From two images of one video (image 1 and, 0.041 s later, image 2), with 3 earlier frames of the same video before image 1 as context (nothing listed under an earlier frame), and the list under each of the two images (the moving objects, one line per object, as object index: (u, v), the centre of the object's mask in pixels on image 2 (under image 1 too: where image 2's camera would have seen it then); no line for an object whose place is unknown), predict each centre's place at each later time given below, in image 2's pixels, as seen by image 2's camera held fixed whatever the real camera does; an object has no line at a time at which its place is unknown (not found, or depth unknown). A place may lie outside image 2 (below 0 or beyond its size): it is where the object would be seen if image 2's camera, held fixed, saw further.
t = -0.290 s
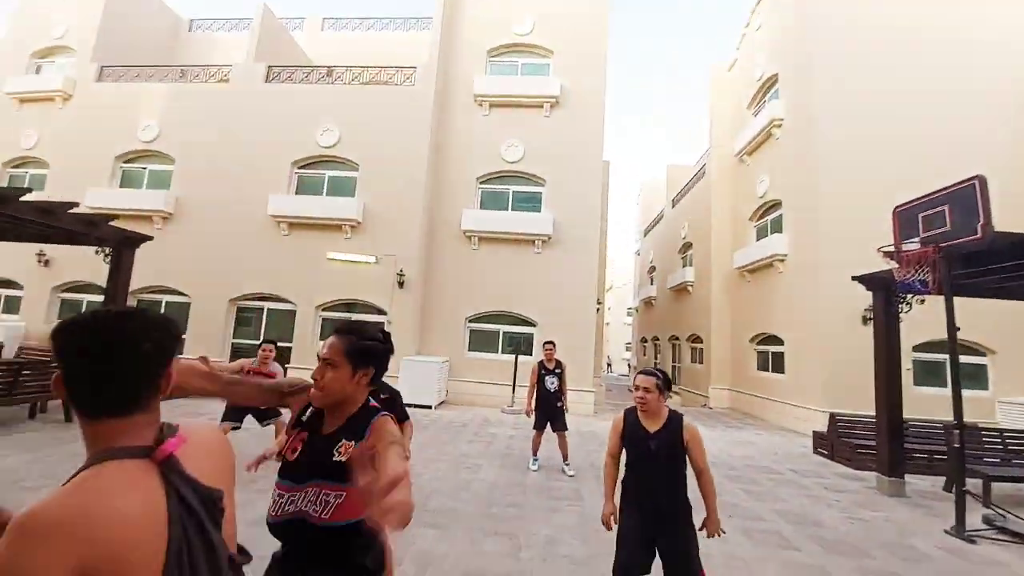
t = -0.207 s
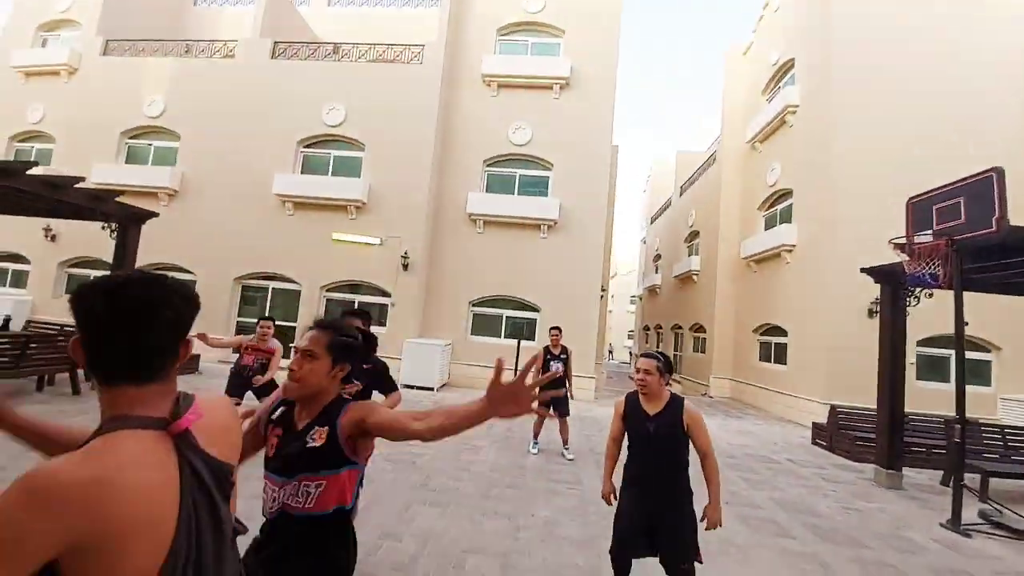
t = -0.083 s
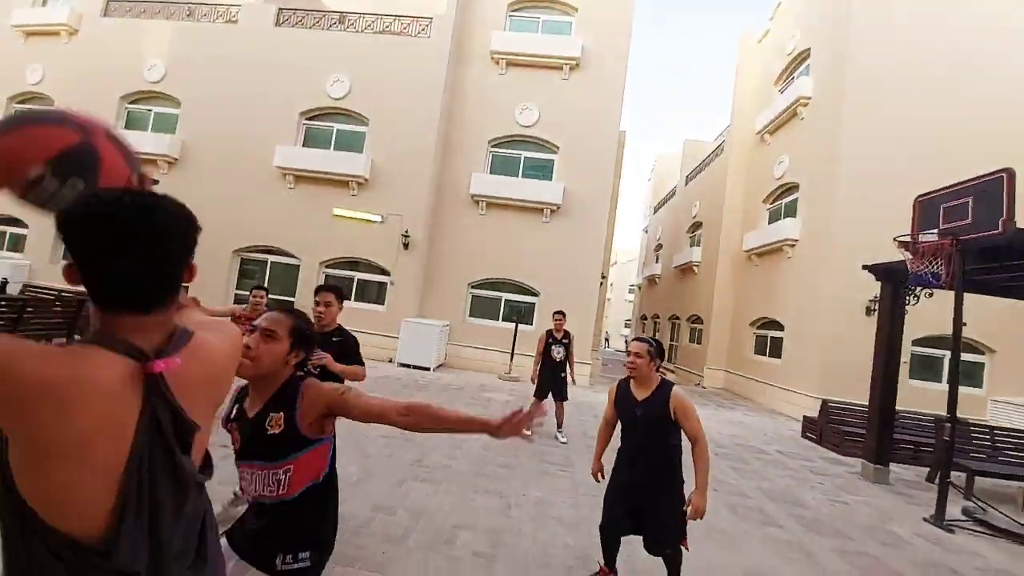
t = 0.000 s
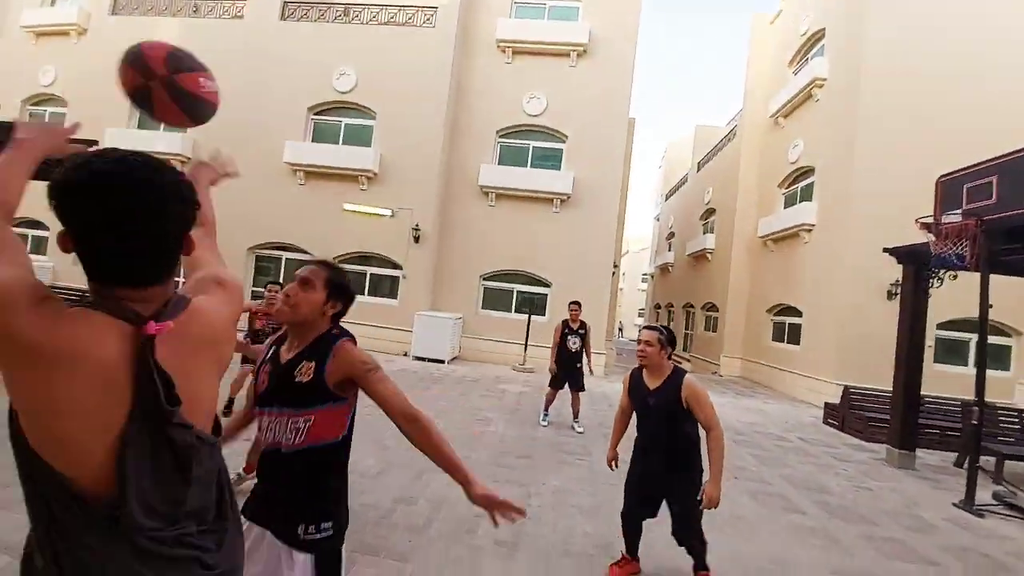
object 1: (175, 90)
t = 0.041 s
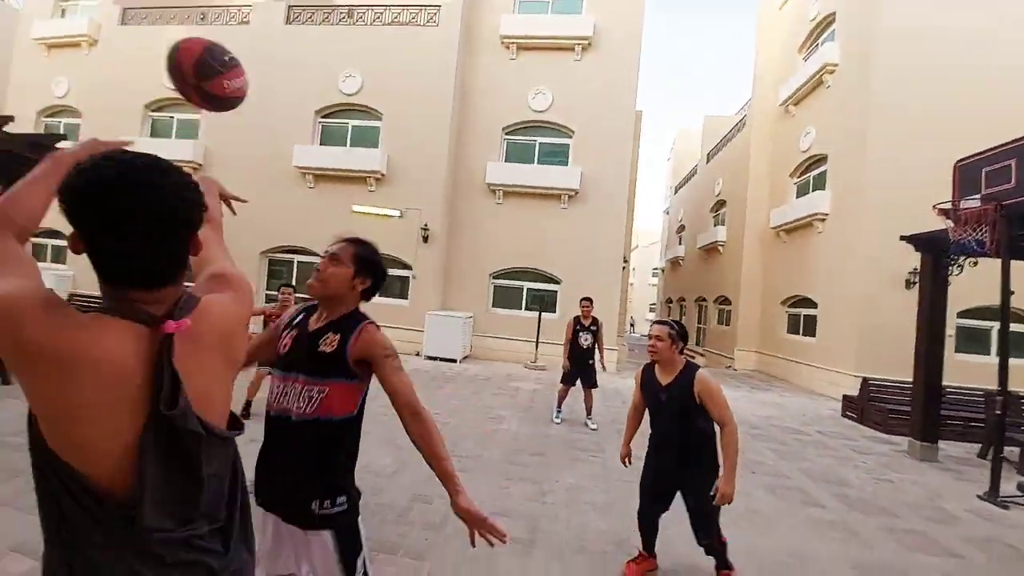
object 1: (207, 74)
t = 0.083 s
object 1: (230, 68)
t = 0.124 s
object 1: (248, 68)
